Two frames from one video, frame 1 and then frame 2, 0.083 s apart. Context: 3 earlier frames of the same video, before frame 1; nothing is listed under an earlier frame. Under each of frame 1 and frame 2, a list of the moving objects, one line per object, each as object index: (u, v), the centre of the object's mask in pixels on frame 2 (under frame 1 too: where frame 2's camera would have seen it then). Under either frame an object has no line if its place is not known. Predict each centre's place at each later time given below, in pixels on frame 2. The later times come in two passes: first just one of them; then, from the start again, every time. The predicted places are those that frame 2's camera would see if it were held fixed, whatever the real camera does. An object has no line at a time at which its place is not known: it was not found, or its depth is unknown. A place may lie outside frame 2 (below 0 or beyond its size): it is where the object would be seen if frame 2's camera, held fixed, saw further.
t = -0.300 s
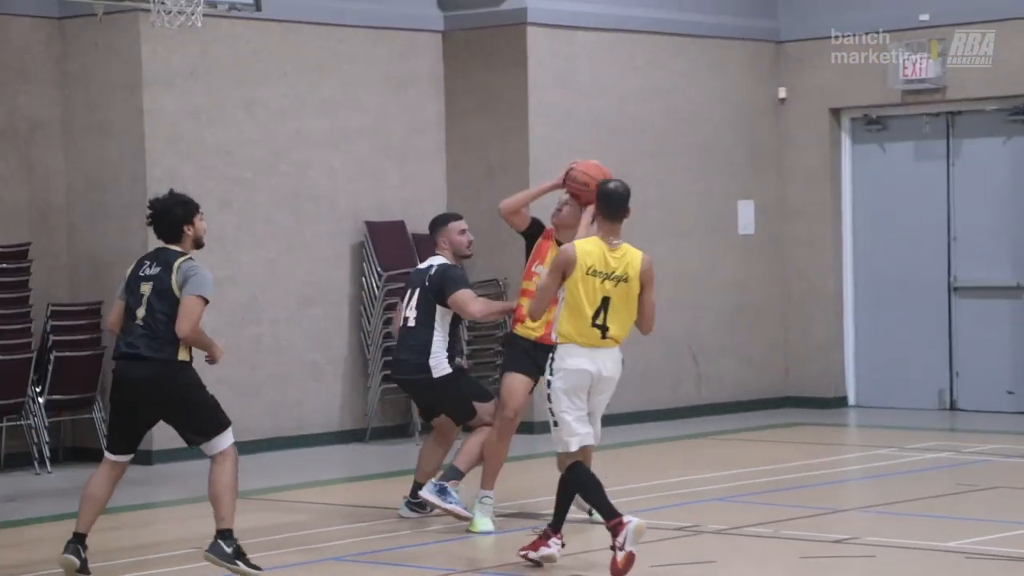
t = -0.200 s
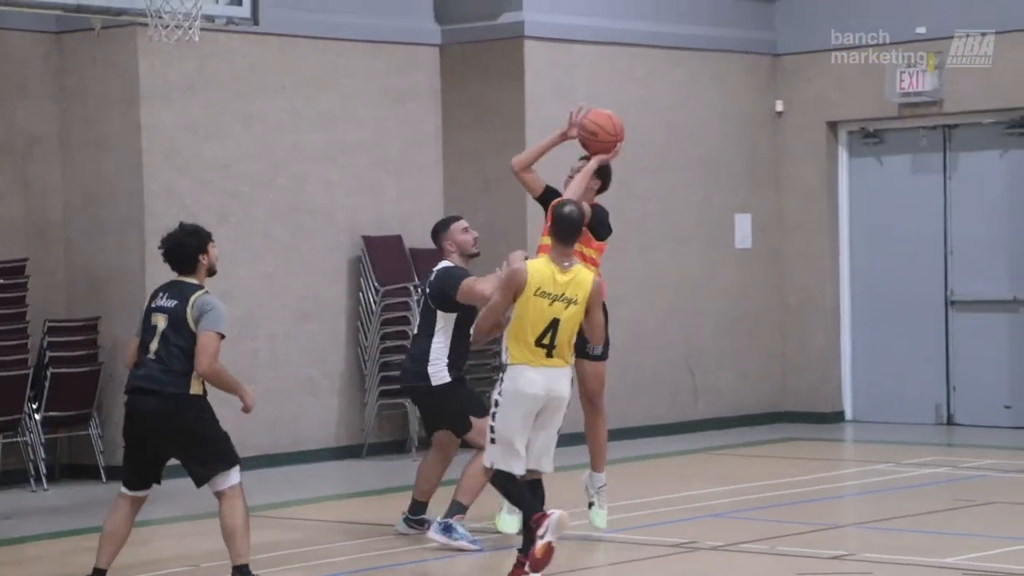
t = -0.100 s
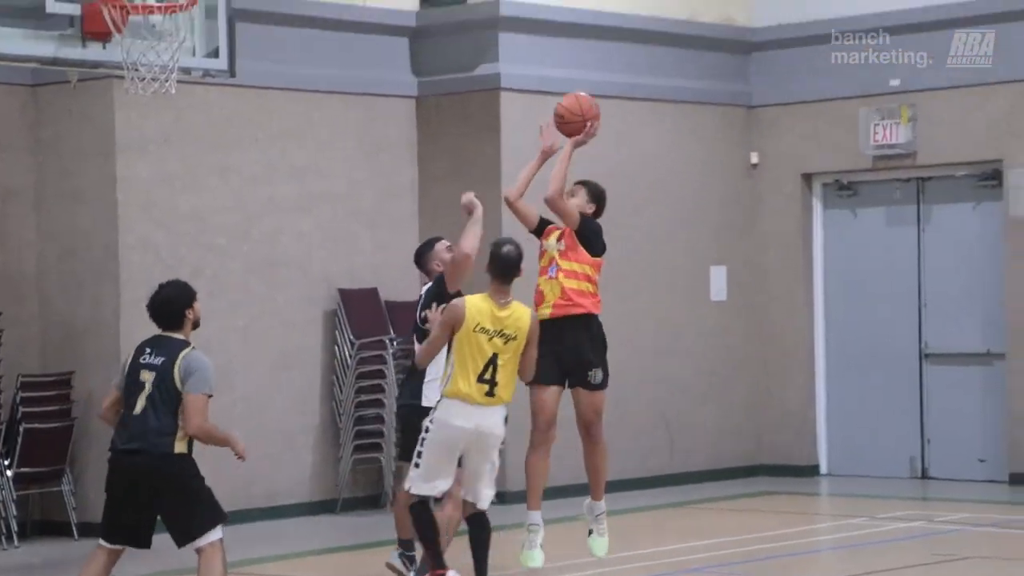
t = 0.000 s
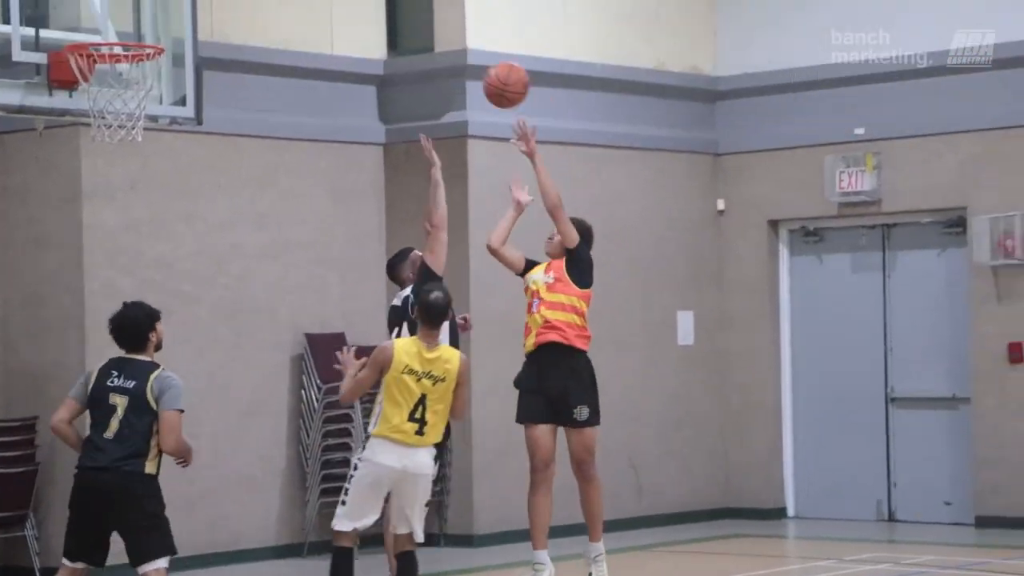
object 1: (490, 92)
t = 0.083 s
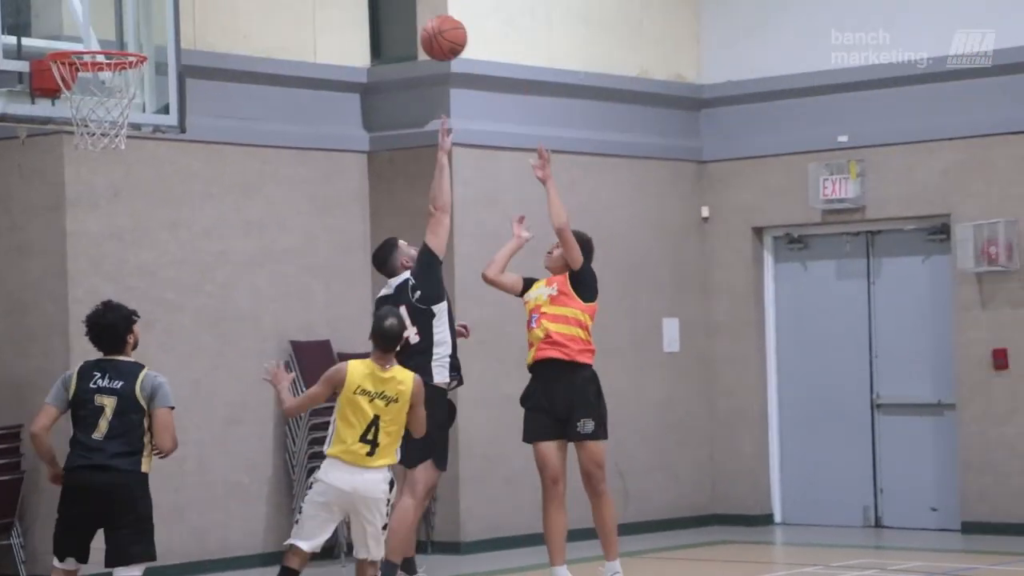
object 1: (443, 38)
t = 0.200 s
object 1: (375, -23)
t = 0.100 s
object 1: (434, 29)
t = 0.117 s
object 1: (424, 19)
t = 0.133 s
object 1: (415, 12)
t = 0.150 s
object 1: (405, 5)
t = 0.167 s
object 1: (395, -3)
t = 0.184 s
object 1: (385, -13)
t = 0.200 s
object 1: (375, -23)
